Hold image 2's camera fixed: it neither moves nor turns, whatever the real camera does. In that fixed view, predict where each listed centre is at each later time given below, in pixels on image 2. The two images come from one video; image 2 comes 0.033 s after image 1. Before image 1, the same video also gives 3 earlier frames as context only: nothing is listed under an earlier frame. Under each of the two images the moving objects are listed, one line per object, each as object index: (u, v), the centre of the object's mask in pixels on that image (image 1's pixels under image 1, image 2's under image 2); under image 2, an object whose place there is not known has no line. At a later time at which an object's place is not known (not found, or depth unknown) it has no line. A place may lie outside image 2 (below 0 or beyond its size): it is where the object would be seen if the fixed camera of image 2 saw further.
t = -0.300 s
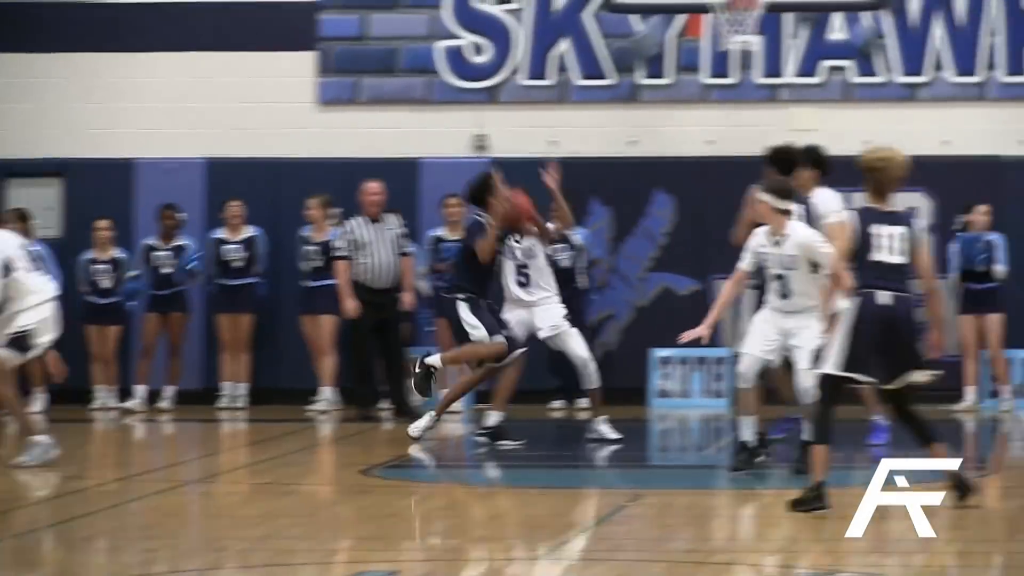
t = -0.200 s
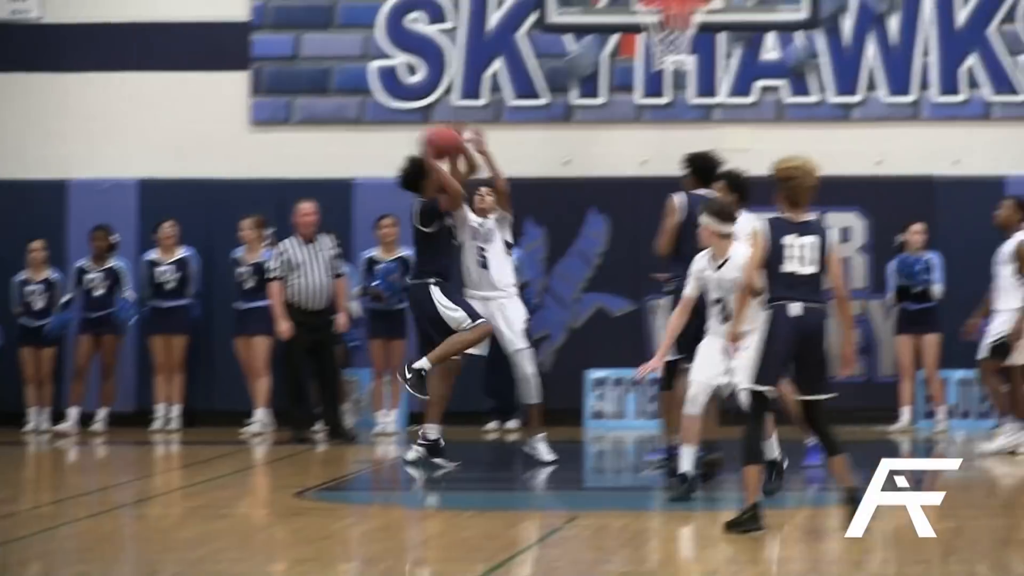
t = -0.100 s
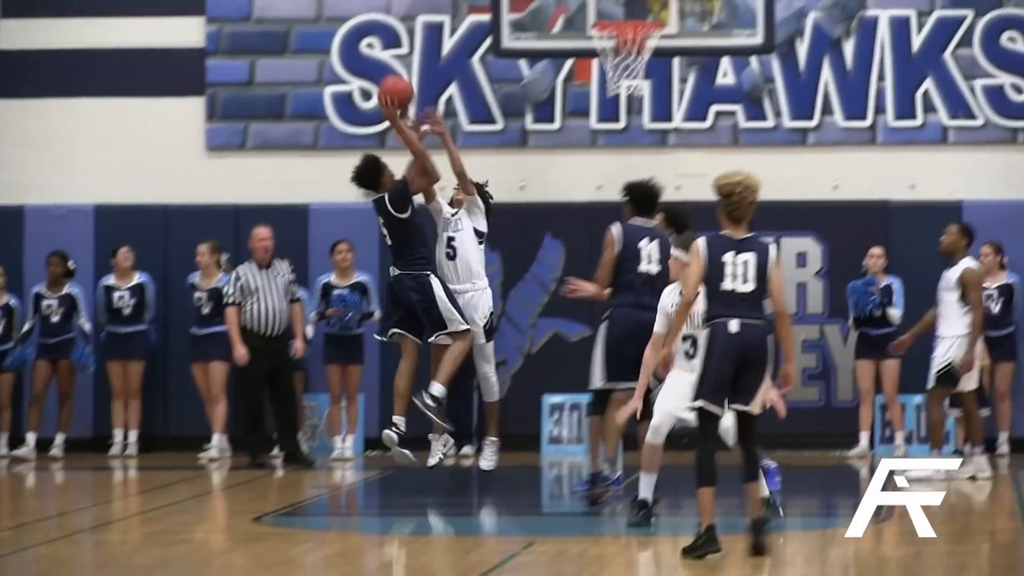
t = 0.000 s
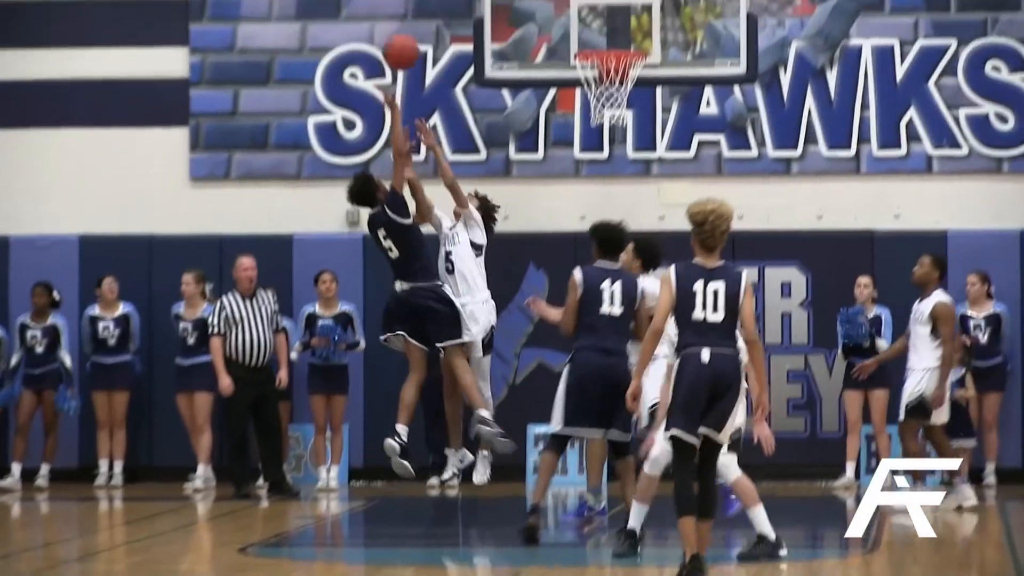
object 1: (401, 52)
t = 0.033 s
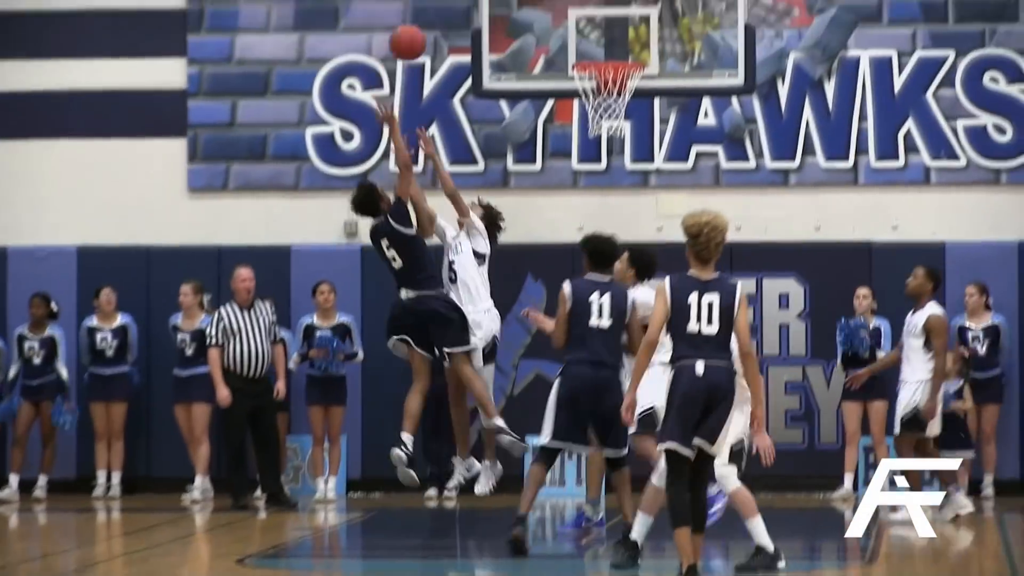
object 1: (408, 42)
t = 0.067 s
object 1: (416, 24)
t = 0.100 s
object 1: (424, 8)
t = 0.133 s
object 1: (434, -8)
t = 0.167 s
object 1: (442, -23)
